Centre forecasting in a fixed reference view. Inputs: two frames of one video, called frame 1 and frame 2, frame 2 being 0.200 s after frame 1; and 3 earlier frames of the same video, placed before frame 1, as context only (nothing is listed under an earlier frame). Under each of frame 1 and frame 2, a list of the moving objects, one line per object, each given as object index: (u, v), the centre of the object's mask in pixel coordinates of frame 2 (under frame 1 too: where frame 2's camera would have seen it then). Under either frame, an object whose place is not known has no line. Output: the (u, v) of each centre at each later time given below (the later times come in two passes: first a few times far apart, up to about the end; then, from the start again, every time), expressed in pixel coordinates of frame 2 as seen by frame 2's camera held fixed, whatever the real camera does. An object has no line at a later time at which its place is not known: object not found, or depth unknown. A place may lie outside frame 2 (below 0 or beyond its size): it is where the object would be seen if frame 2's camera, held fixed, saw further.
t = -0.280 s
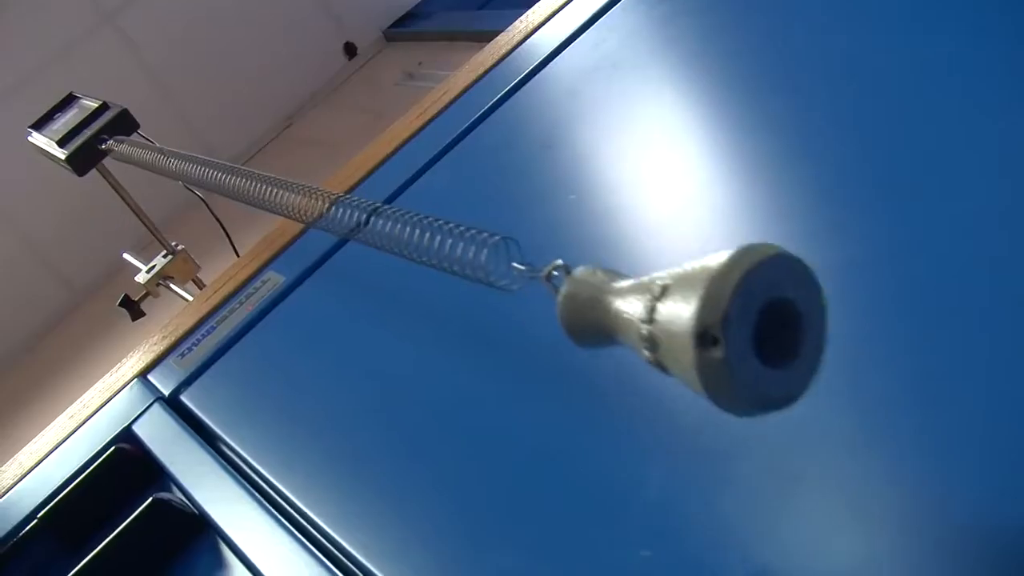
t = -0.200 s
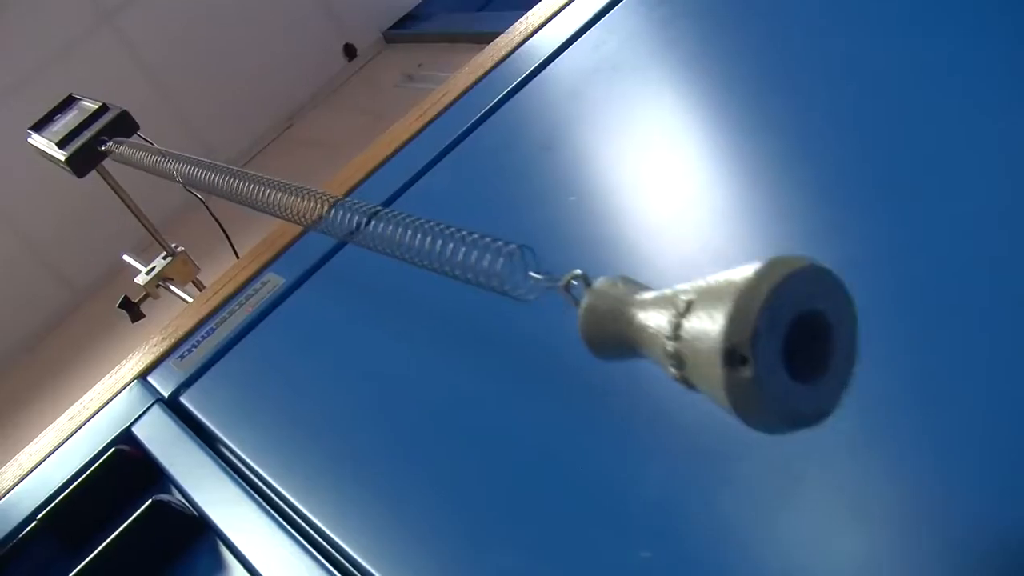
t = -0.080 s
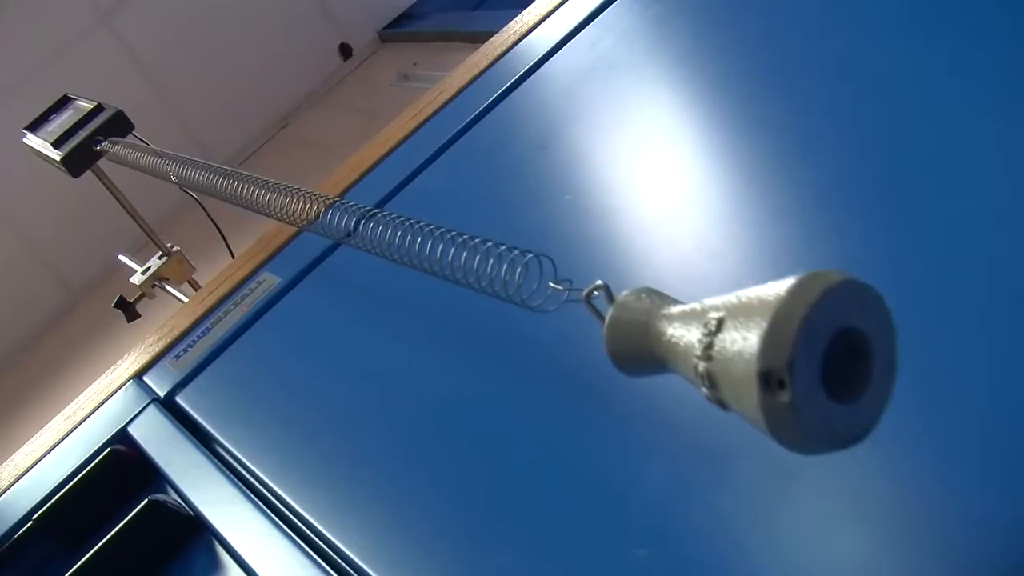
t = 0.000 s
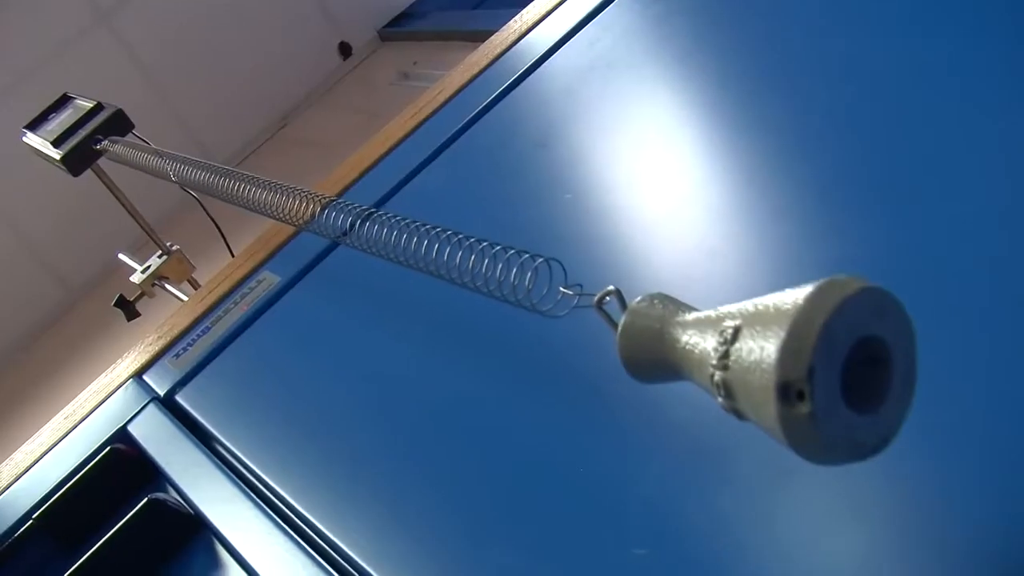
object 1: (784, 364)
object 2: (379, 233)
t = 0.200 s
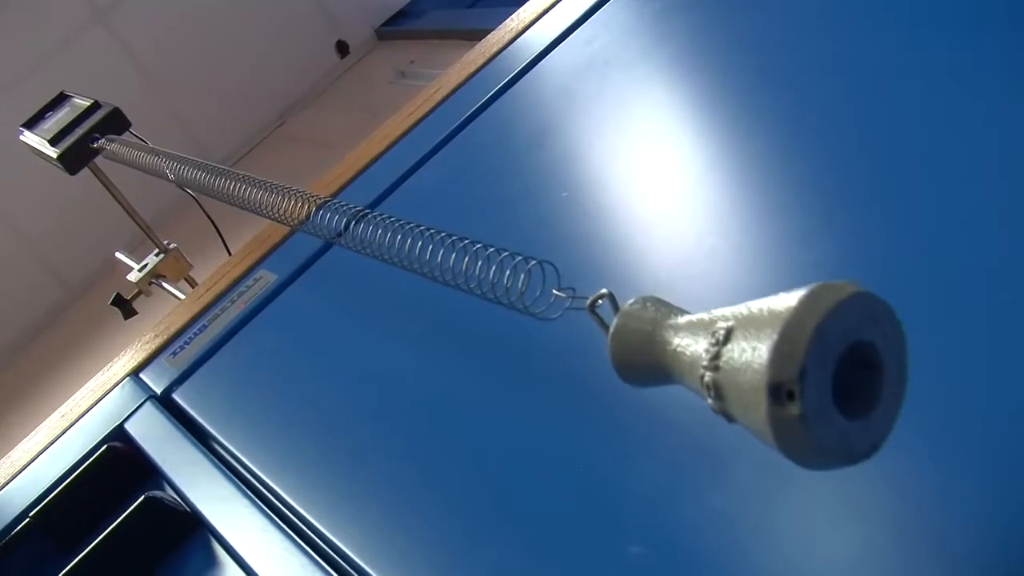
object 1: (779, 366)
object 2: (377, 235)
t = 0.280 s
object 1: (759, 362)
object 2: (368, 233)
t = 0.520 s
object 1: (679, 333)
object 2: (332, 220)
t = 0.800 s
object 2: (317, 211)
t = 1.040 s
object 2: (340, 214)
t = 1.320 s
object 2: (382, 226)
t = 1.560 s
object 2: (382, 229)
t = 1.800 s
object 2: (345, 222)
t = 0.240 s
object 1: (772, 365)
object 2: (373, 234)
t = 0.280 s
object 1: (759, 362)
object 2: (368, 233)
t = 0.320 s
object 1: (747, 357)
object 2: (362, 231)
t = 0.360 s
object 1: (733, 353)
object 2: (356, 229)
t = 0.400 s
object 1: (720, 347)
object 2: (350, 227)
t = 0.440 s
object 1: (706, 344)
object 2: (344, 225)
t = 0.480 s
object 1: (692, 338)
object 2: (338, 222)
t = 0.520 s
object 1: (679, 333)
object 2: (332, 220)
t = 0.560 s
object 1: (668, 327)
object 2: (328, 218)
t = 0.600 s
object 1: (658, 328)
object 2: (324, 216)
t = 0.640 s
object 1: (651, 324)
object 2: (321, 215)
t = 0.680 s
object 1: (645, 320)
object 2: (319, 214)
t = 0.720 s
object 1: (642, 318)
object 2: (317, 212)
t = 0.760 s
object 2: (317, 212)
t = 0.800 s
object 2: (317, 211)
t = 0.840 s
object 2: (319, 211)
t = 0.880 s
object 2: (321, 211)
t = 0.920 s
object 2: (324, 211)
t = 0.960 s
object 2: (328, 212)
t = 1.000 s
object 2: (334, 213)
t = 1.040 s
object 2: (340, 214)
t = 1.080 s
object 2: (346, 216)
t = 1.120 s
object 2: (353, 218)
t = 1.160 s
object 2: (360, 219)
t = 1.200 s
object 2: (366, 221)
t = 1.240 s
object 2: (373, 223)
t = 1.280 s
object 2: (377, 224)
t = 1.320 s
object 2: (382, 226)
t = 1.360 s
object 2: (384, 227)
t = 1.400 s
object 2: (386, 228)
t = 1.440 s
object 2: (388, 229)
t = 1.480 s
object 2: (387, 230)
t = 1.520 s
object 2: (384, 229)
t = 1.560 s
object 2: (382, 229)
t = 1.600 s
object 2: (377, 229)
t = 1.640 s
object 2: (370, 227)
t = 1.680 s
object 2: (364, 227)
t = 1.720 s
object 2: (357, 225)
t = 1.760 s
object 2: (351, 223)
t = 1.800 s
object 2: (345, 222)
